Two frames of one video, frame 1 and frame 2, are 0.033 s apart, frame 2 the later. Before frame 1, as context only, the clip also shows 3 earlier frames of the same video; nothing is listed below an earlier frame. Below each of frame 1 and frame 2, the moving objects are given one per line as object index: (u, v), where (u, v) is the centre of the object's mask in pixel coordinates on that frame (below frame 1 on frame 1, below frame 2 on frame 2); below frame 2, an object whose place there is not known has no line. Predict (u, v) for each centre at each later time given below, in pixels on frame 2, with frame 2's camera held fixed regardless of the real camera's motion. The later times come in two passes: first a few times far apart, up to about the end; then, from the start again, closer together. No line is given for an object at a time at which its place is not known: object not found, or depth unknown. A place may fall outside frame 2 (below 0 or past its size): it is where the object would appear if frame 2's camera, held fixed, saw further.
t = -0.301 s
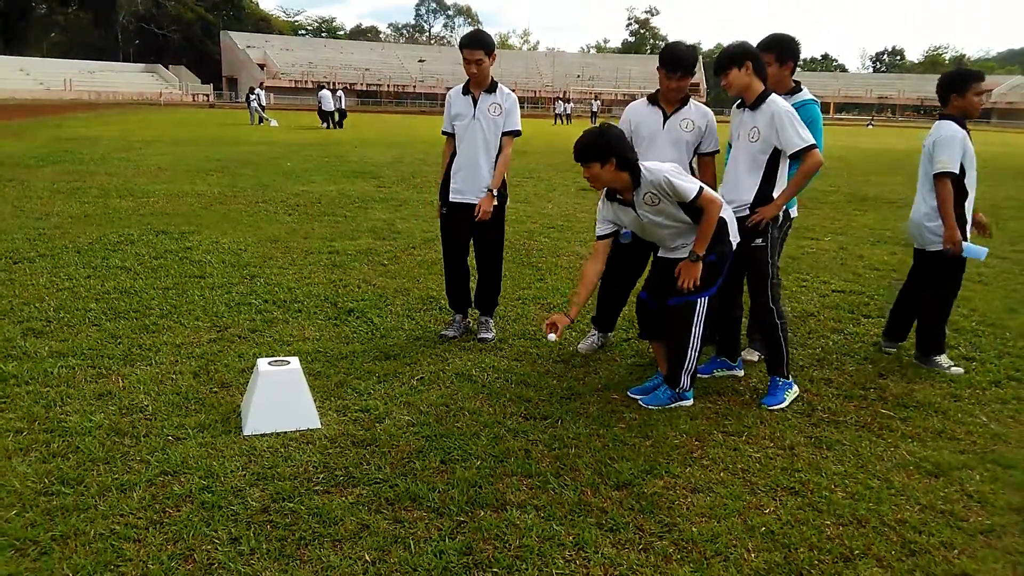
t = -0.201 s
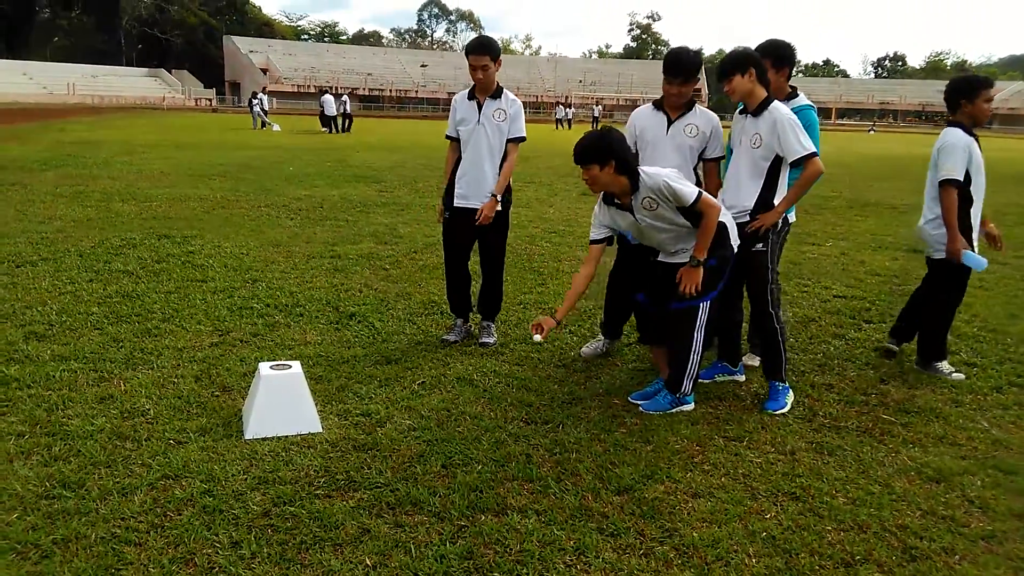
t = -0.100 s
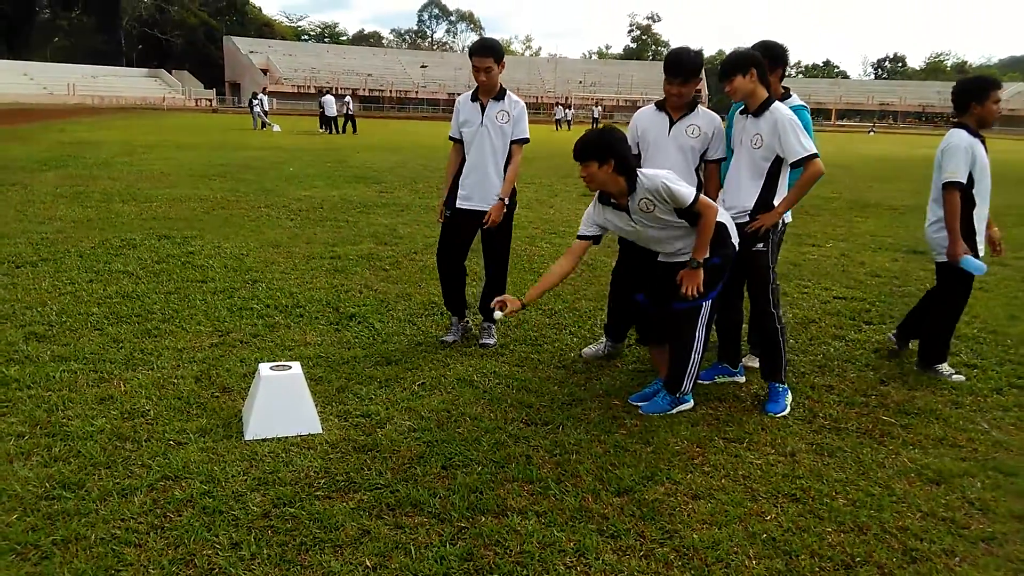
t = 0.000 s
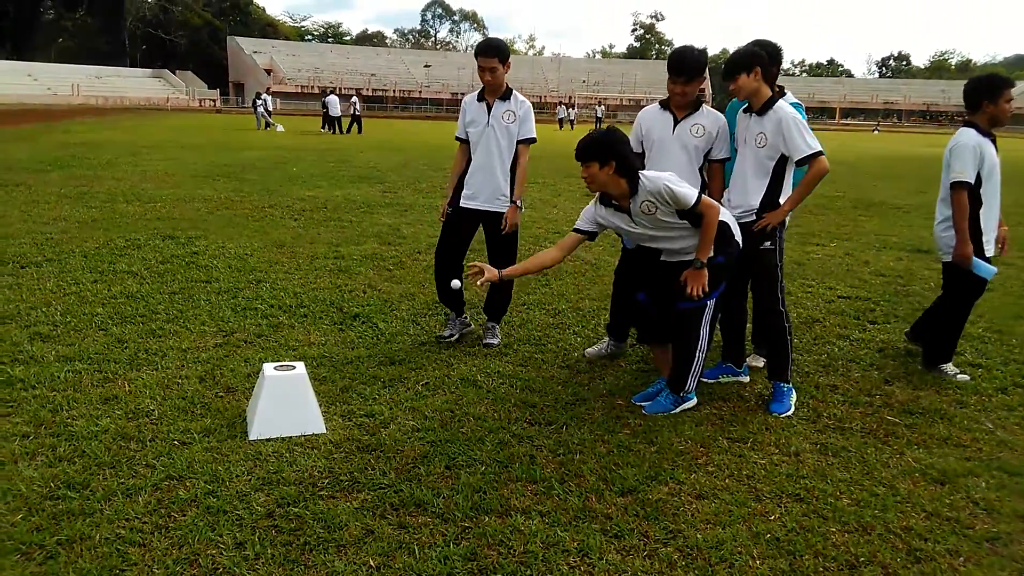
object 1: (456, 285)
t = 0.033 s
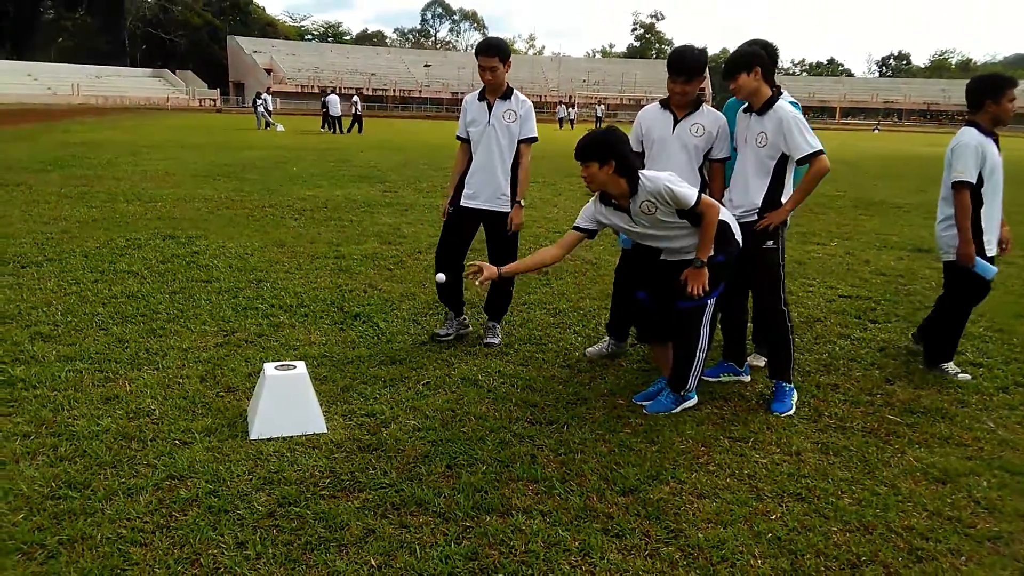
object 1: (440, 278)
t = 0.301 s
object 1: (308, 325)
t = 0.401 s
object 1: (260, 366)
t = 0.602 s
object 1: (183, 402)
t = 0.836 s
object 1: (113, 433)
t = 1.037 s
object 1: (85, 439)
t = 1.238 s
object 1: (83, 441)
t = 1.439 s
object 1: (84, 441)
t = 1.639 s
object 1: (84, 441)
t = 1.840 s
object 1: (84, 441)
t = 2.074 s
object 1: (84, 441)
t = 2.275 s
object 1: (84, 441)
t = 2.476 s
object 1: (84, 441)
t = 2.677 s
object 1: (84, 441)
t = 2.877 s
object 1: (84, 441)
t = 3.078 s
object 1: (84, 441)
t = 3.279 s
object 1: (84, 441)
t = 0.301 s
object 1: (308, 325)
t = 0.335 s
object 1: (291, 341)
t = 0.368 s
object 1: (275, 360)
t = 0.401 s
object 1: (260, 366)
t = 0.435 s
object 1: (247, 365)
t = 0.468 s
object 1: (234, 368)
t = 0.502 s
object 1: (221, 373)
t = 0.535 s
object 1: (209, 380)
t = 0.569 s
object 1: (196, 390)
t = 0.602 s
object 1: (183, 402)
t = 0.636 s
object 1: (170, 417)
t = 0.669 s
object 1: (157, 435)
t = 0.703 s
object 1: (147, 437)
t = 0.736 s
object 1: (139, 431)
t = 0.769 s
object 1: (130, 429)
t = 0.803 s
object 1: (122, 430)
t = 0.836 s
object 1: (113, 433)
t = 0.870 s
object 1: (105, 439)
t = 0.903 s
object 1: (98, 443)
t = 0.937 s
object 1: (93, 441)
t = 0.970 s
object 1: (90, 439)
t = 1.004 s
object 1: (88, 438)
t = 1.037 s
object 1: (85, 439)
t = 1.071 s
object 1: (84, 441)
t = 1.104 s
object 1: (83, 441)
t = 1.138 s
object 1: (83, 441)
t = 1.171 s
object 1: (83, 441)
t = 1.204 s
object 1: (83, 441)
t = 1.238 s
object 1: (83, 441)
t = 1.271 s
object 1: (84, 441)
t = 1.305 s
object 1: (84, 441)
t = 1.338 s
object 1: (84, 441)
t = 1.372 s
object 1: (84, 441)
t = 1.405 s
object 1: (84, 441)
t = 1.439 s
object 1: (84, 441)
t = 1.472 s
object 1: (84, 441)
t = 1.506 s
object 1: (84, 441)
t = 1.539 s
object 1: (84, 441)
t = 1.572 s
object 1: (84, 441)
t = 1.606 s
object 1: (84, 441)
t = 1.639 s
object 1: (84, 441)
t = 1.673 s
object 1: (84, 441)
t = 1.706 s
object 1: (84, 441)
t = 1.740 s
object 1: (84, 441)
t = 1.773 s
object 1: (84, 441)
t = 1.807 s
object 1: (84, 441)
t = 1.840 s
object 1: (84, 441)
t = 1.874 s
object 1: (84, 441)
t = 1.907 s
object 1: (84, 441)
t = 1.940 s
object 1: (84, 441)
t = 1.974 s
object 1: (84, 441)
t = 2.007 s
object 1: (84, 441)
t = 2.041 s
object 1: (84, 441)
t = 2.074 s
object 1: (84, 441)
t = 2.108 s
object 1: (84, 441)
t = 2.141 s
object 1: (84, 441)
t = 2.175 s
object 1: (84, 441)
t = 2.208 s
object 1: (84, 441)
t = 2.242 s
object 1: (84, 441)
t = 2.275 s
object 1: (84, 441)
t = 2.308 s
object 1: (84, 441)
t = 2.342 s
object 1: (84, 441)
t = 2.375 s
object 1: (84, 441)
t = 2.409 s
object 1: (84, 441)
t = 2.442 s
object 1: (84, 441)
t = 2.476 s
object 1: (84, 441)
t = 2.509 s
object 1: (84, 441)
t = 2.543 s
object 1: (84, 441)
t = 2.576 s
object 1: (84, 441)
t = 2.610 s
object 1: (84, 441)
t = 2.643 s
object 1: (84, 441)
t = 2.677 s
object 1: (84, 441)
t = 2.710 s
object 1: (84, 441)
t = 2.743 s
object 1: (84, 441)
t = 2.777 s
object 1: (84, 441)
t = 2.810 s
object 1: (84, 441)
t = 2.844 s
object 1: (84, 440)
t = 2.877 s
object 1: (84, 441)
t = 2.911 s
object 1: (84, 441)
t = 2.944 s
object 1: (84, 441)
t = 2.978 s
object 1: (84, 441)
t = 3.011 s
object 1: (84, 441)
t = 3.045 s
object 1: (84, 441)
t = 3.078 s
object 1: (84, 441)
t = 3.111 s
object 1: (84, 441)
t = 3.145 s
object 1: (84, 441)
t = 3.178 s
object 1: (84, 441)
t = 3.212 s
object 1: (84, 441)
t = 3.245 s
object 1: (84, 441)
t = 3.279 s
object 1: (84, 441)
